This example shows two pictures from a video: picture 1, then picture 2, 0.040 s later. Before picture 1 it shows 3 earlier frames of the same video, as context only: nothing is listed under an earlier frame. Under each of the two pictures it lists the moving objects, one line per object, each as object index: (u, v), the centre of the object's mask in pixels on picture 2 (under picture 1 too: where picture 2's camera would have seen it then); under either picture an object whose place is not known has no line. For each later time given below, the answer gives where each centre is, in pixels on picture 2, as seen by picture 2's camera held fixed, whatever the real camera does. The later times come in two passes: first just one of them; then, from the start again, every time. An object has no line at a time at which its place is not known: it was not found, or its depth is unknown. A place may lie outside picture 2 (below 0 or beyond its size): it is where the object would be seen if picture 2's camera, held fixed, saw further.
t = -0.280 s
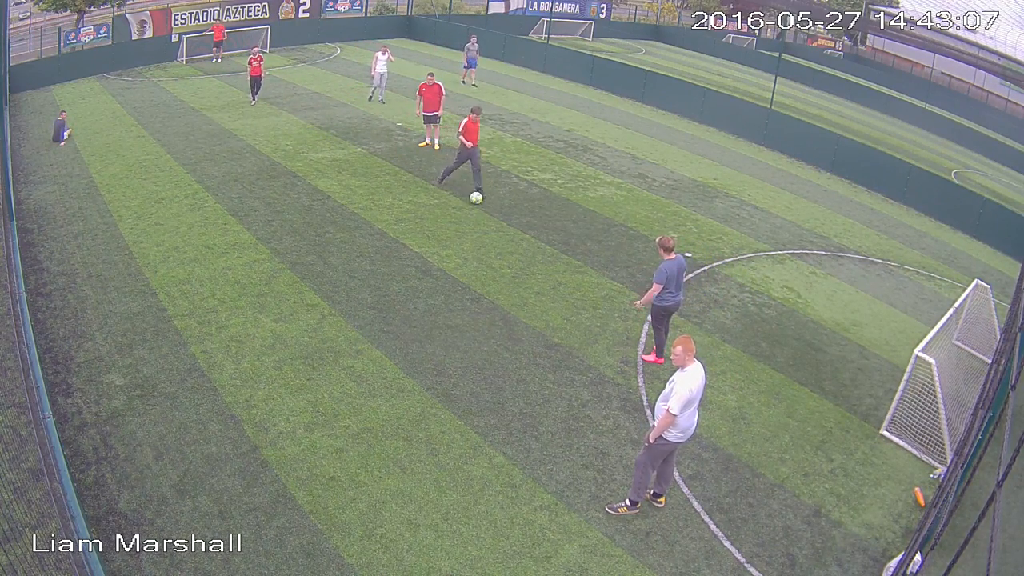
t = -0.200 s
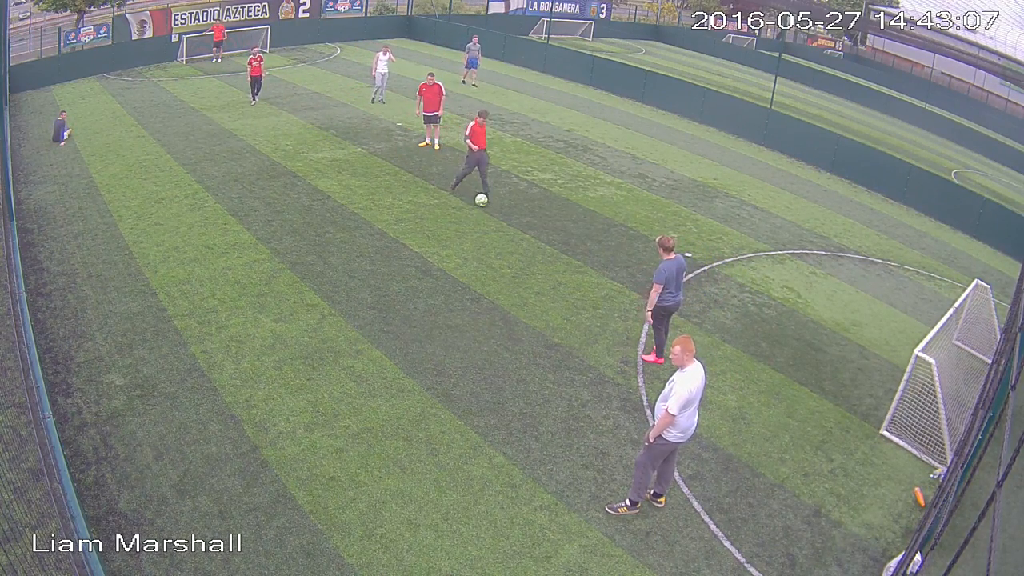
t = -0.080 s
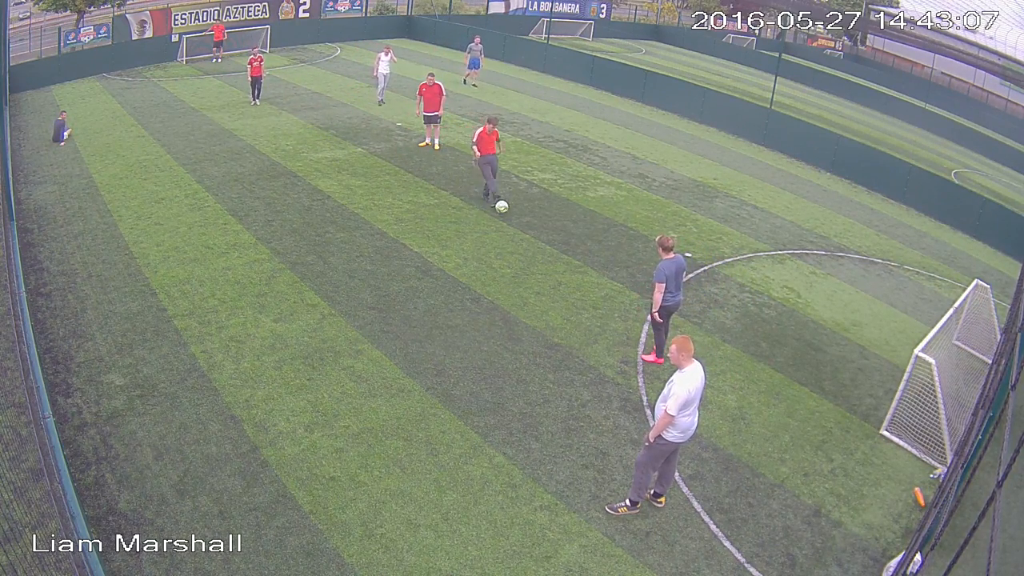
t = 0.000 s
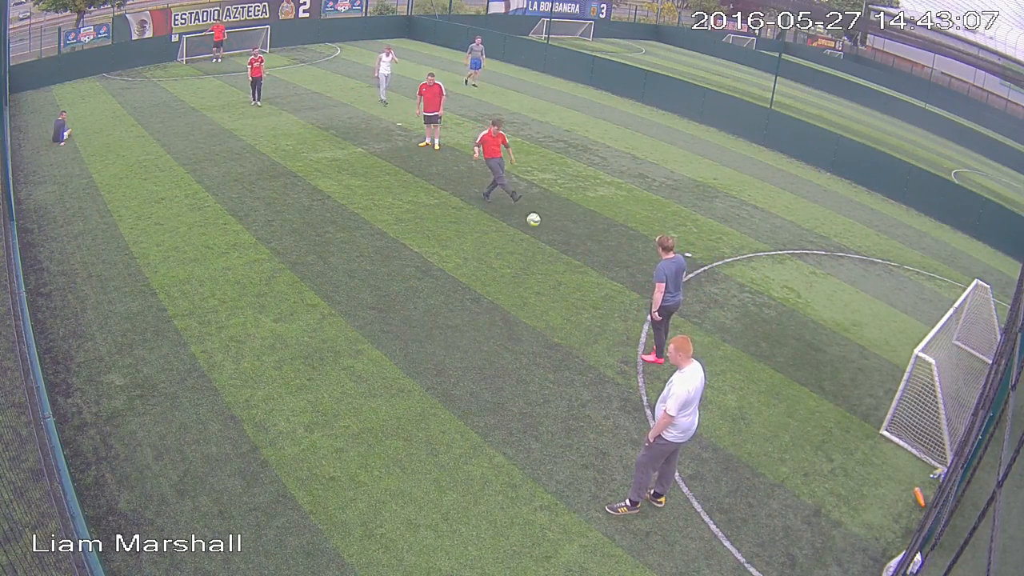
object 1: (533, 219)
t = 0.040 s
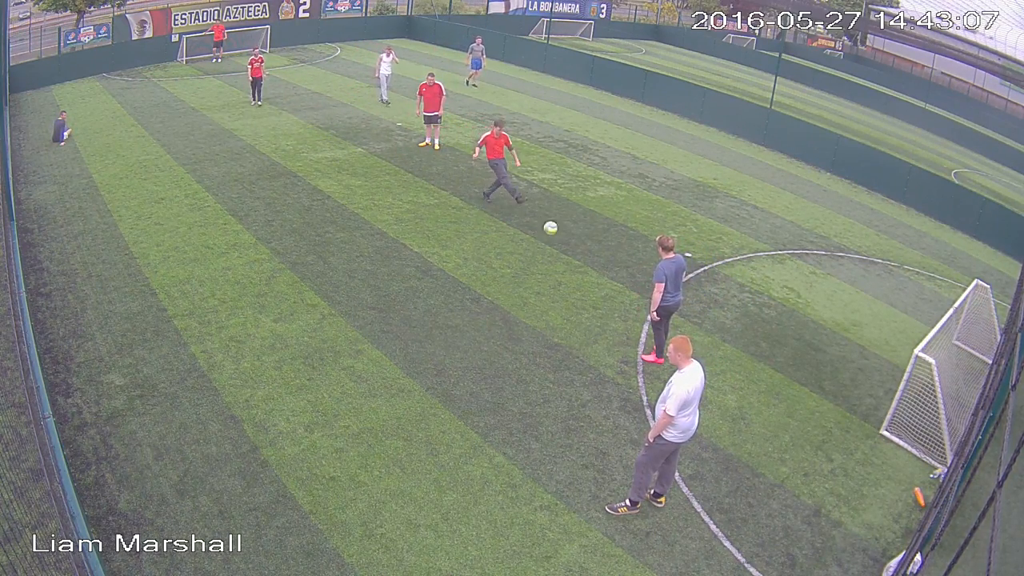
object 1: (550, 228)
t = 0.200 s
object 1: (624, 273)
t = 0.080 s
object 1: (568, 237)
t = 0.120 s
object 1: (586, 248)
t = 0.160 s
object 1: (605, 260)
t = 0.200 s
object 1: (624, 273)
